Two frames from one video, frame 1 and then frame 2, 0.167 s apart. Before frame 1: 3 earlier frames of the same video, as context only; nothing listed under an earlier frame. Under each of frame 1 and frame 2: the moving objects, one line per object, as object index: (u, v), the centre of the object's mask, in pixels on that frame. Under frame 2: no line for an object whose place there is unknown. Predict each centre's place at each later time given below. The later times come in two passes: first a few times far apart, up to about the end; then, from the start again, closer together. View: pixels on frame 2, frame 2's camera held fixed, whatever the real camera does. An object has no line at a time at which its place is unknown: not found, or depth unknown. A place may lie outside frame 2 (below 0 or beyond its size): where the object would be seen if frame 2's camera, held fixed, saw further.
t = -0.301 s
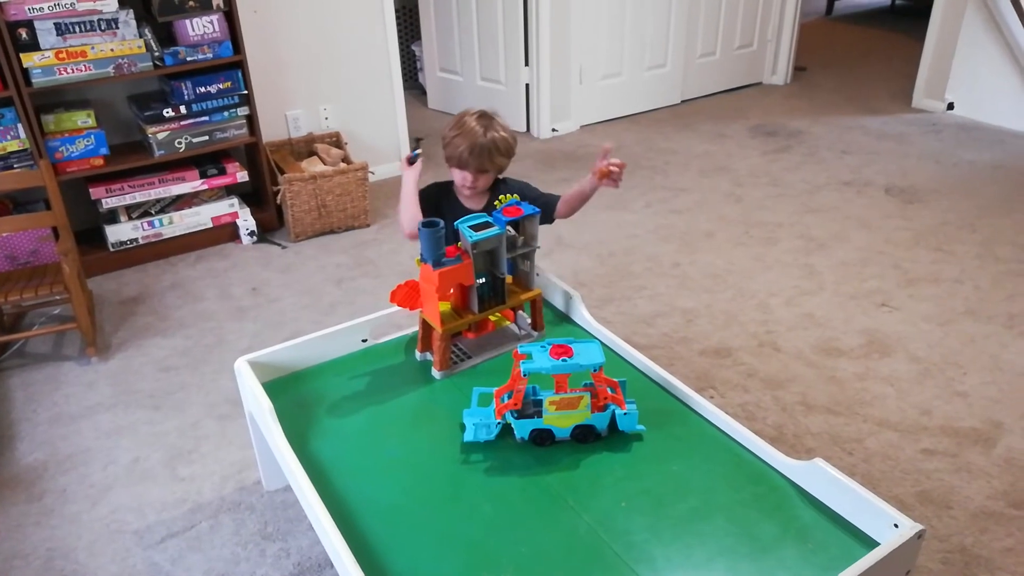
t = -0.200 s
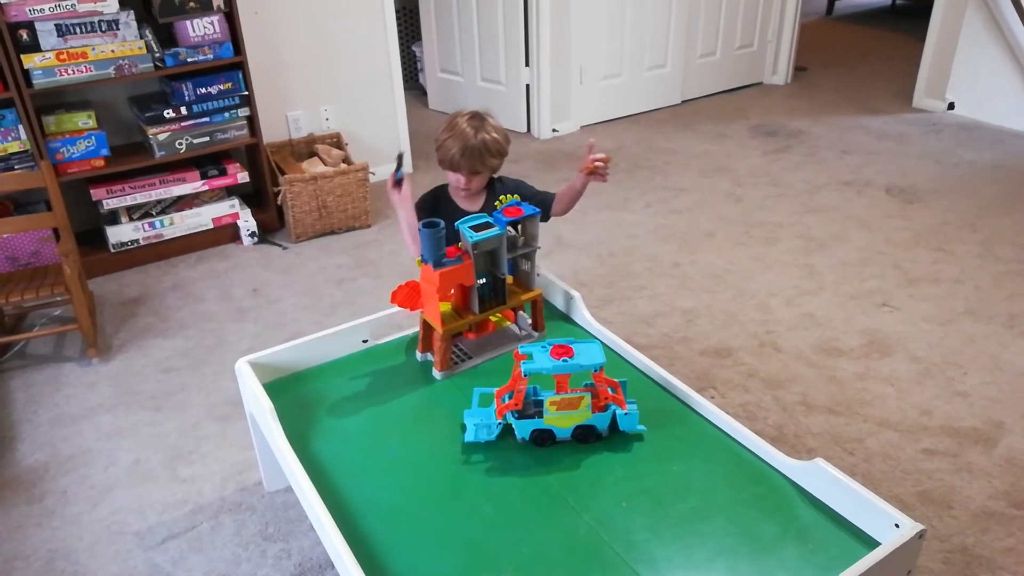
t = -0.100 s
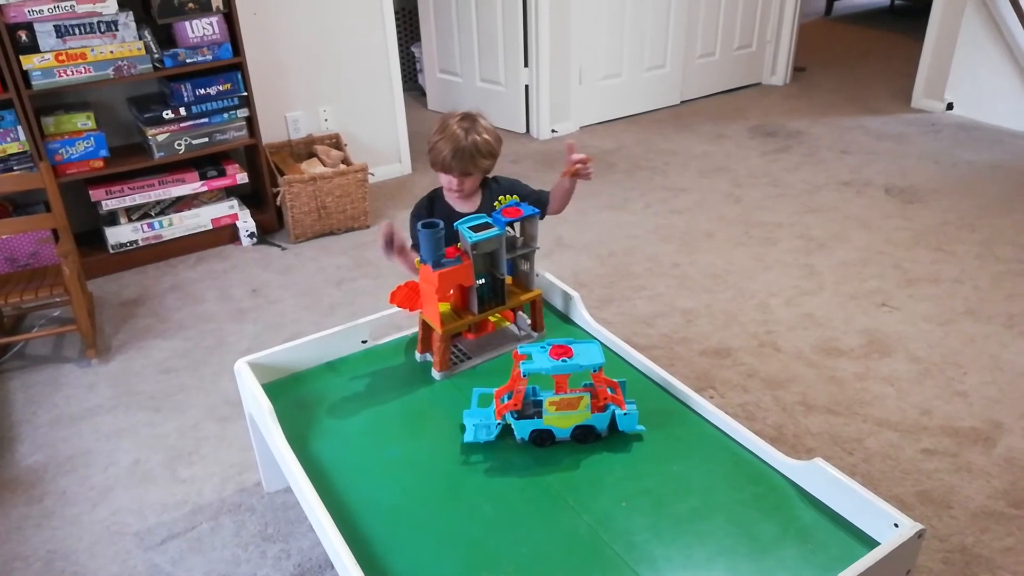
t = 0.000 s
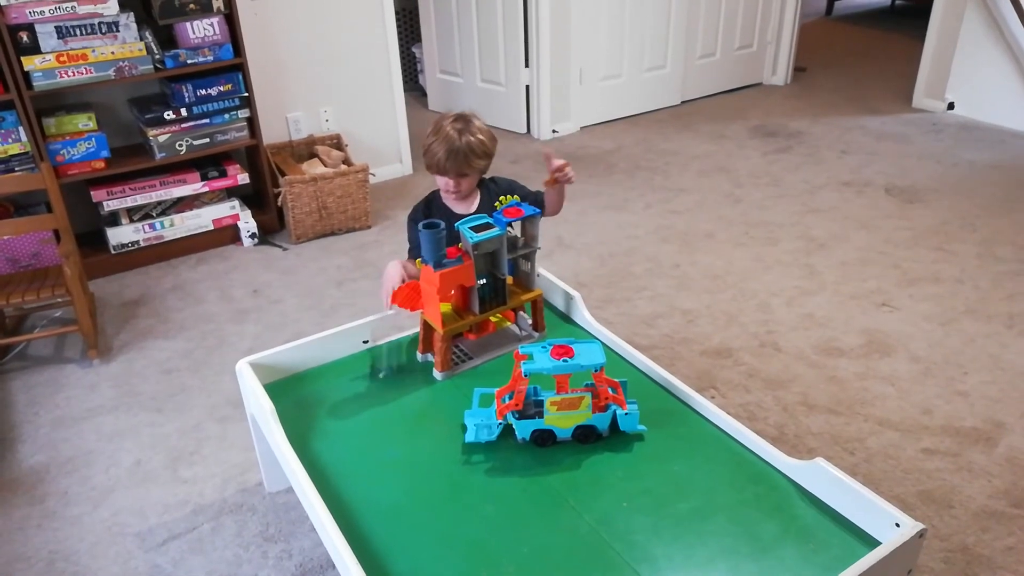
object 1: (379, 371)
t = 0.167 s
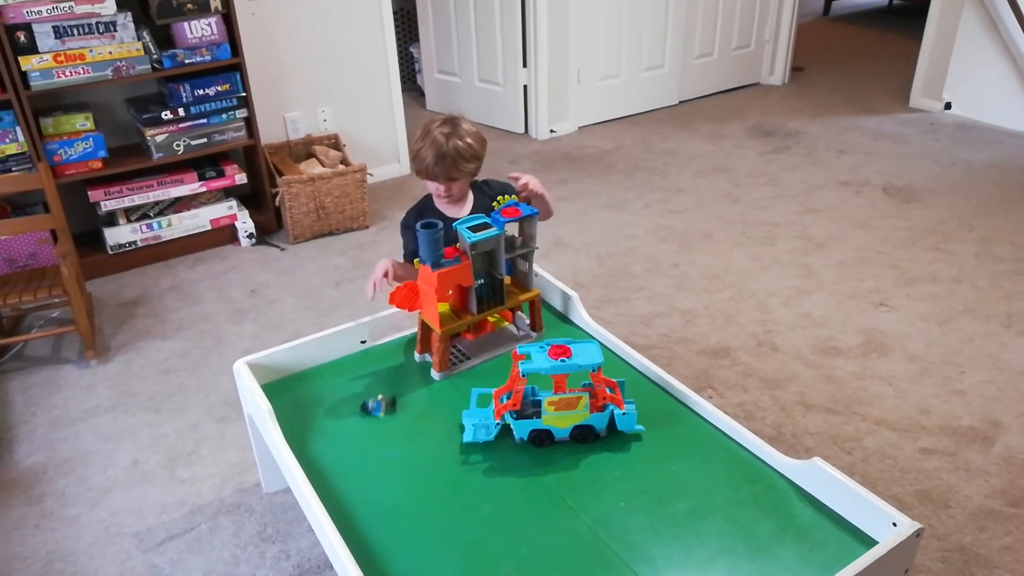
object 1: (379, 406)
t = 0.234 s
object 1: (379, 418)
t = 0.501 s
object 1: (374, 447)
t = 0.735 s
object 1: (374, 448)
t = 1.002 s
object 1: (374, 448)
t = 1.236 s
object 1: (374, 447)
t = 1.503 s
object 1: (374, 448)
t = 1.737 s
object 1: (373, 447)
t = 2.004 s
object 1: (373, 448)
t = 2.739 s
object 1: (374, 447)
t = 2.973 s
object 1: (374, 448)
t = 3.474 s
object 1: (373, 448)
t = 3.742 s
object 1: (373, 448)
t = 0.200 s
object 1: (380, 411)
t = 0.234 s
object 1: (379, 418)
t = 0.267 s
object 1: (377, 425)
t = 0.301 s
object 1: (377, 432)
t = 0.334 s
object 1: (376, 436)
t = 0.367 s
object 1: (375, 440)
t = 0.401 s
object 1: (374, 443)
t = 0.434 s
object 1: (374, 445)
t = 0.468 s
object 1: (374, 446)
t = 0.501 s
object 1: (374, 447)
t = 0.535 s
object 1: (374, 448)
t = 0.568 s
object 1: (374, 447)
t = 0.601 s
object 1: (374, 448)
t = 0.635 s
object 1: (374, 448)
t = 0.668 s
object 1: (374, 448)
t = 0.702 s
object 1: (374, 448)
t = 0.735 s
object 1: (374, 448)
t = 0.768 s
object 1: (374, 448)
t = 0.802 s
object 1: (374, 448)
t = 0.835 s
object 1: (374, 448)
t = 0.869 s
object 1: (374, 448)
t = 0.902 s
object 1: (374, 448)
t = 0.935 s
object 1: (374, 448)
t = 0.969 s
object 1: (374, 448)
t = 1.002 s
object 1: (374, 448)
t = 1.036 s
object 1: (374, 448)
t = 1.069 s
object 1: (374, 448)
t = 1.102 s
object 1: (374, 448)
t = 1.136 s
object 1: (374, 448)
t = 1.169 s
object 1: (374, 448)
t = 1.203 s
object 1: (374, 448)
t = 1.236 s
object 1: (374, 447)
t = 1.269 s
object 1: (374, 448)
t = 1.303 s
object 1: (374, 448)
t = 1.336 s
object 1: (374, 448)
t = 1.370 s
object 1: (374, 448)
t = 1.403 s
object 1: (374, 448)
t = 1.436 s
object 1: (374, 448)
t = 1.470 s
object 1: (374, 448)
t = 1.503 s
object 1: (374, 448)
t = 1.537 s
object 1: (374, 448)
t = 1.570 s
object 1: (374, 448)
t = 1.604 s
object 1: (374, 447)
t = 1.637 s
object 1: (374, 447)
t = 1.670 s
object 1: (373, 447)
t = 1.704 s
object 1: (373, 447)
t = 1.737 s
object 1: (373, 447)
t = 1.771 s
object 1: (373, 448)
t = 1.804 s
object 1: (373, 447)
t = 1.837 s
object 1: (373, 447)
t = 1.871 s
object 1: (373, 447)
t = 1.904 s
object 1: (373, 447)
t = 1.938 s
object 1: (373, 447)
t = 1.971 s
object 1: (373, 447)
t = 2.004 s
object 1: (373, 448)
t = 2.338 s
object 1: (373, 448)
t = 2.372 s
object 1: (373, 448)
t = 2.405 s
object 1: (373, 447)
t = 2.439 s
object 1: (373, 448)
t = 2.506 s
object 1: (373, 448)
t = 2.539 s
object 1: (373, 448)
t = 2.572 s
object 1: (373, 447)
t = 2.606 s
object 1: (374, 448)
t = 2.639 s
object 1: (373, 448)
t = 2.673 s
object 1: (374, 447)
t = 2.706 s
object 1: (374, 447)
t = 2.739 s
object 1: (374, 447)
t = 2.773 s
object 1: (374, 447)
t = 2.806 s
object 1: (374, 447)
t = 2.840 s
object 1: (374, 447)
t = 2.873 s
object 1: (374, 447)
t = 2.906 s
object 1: (374, 447)
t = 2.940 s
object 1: (374, 447)
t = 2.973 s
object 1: (374, 448)
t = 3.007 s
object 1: (374, 447)
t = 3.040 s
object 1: (373, 447)
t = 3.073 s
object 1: (373, 448)
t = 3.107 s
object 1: (373, 448)
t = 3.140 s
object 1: (373, 448)
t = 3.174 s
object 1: (373, 448)
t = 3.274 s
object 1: (373, 448)
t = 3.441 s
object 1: (373, 448)
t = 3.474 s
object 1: (373, 448)
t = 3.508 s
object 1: (373, 448)
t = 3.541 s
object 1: (373, 448)
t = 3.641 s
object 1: (373, 448)
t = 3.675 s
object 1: (373, 448)
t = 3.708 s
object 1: (373, 448)
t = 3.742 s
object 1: (373, 448)
